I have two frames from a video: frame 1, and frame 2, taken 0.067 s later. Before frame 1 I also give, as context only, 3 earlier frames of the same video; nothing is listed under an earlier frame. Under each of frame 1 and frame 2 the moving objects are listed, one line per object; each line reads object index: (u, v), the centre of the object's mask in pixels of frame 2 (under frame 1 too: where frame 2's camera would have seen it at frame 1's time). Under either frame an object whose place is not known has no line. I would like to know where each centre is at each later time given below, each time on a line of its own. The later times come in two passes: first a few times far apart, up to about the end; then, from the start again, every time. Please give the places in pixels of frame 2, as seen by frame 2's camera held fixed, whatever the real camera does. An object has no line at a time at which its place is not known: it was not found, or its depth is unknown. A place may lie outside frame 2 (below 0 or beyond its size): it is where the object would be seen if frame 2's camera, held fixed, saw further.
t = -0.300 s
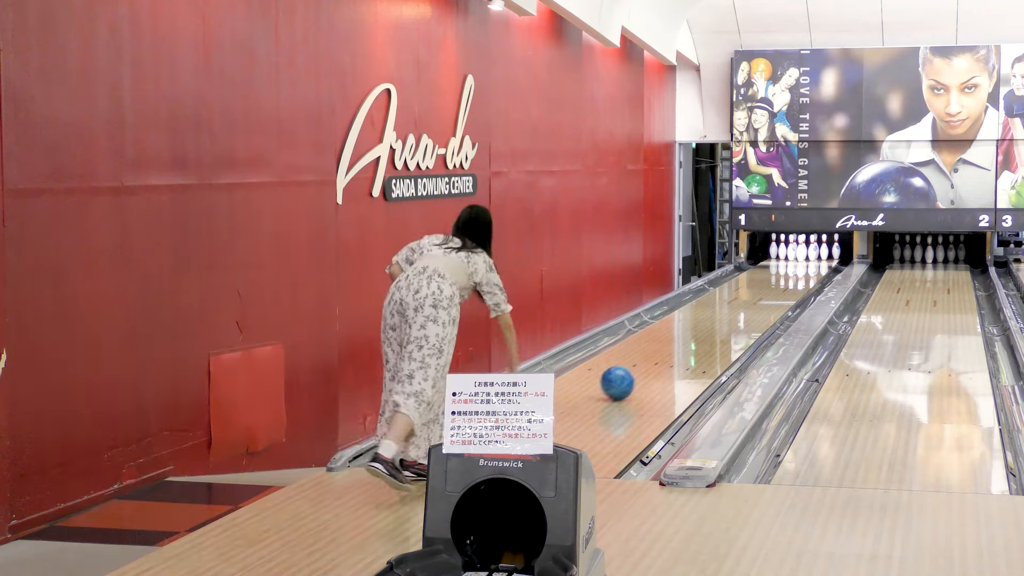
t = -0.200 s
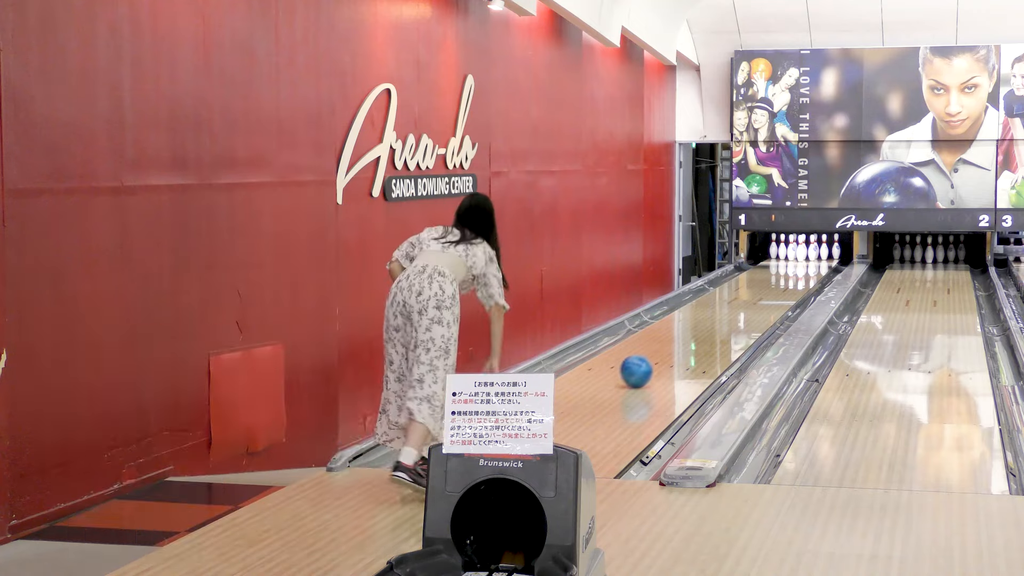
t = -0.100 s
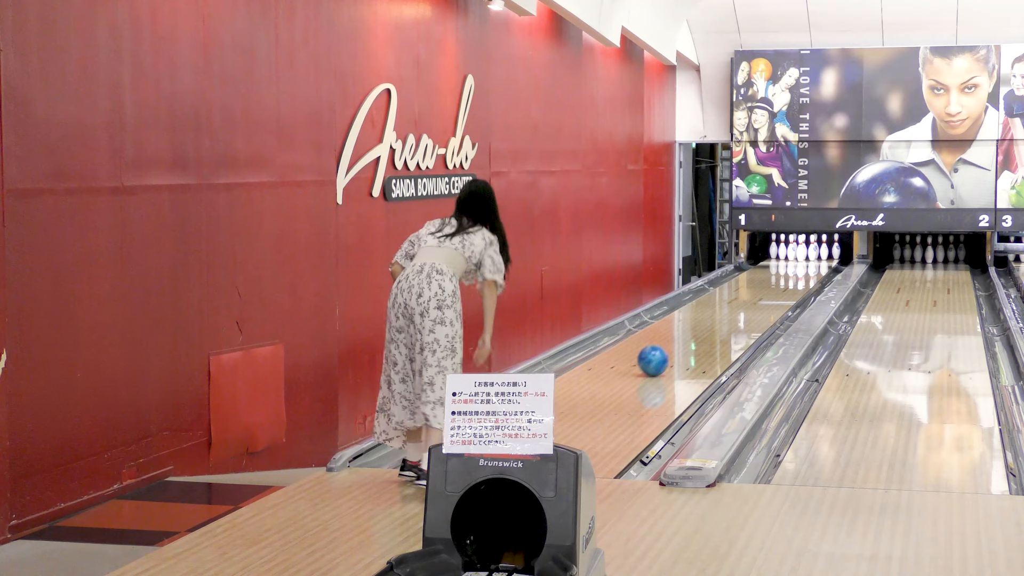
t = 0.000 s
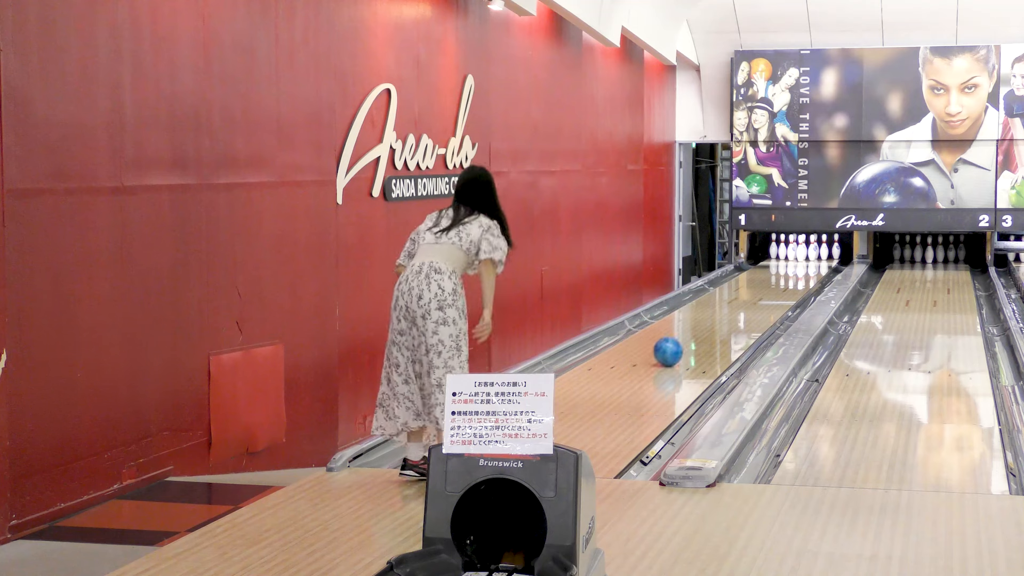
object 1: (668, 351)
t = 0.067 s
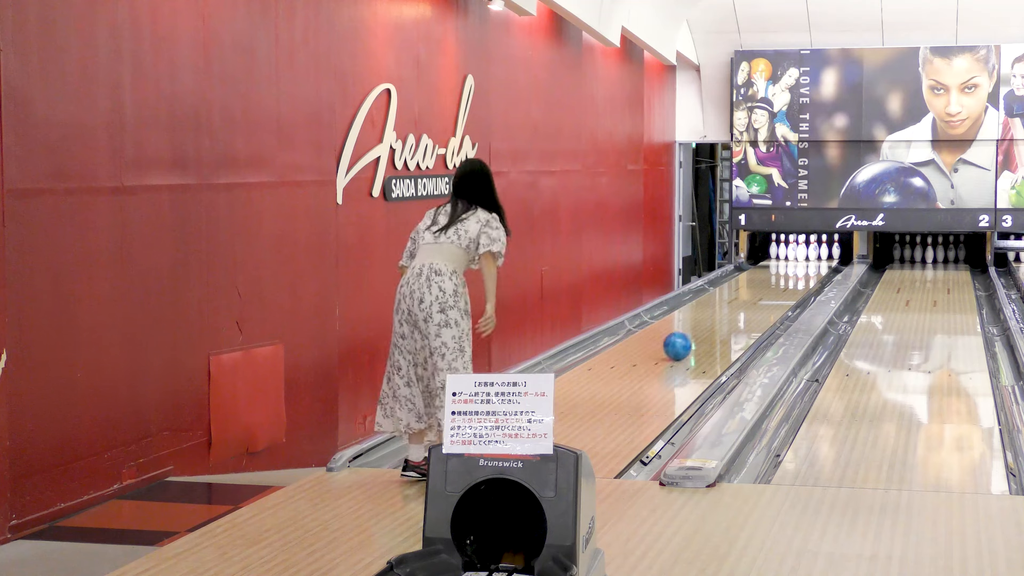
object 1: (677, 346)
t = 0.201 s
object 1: (694, 336)
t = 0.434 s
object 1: (719, 320)
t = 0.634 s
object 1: (738, 309)
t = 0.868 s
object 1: (756, 298)
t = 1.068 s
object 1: (769, 290)
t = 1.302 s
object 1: (782, 282)
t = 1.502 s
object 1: (792, 276)
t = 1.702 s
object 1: (800, 271)
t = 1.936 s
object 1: (808, 265)
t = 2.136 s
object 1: (814, 261)
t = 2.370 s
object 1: (820, 256)
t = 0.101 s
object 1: (682, 343)
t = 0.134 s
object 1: (686, 341)
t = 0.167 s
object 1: (690, 338)
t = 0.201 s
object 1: (694, 336)
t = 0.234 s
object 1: (698, 333)
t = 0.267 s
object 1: (702, 331)
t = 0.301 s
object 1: (705, 329)
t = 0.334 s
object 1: (709, 326)
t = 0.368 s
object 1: (712, 324)
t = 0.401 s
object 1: (716, 322)
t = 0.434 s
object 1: (719, 320)
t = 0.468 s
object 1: (723, 318)
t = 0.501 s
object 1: (726, 316)
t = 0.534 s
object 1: (729, 314)
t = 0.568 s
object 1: (732, 313)
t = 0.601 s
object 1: (735, 311)
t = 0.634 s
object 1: (738, 309)
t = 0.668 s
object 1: (740, 307)
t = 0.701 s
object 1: (743, 305)
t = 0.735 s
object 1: (746, 304)
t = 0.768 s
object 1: (748, 302)
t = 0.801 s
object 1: (751, 301)
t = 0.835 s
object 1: (753, 299)
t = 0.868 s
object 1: (756, 298)
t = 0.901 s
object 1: (758, 297)
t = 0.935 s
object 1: (760, 295)
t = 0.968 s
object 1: (763, 294)
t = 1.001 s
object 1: (765, 292)
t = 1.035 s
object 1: (767, 291)
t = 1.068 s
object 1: (769, 290)
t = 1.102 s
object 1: (771, 289)
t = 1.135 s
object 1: (773, 288)
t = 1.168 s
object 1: (775, 287)
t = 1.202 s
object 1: (777, 286)
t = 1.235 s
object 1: (779, 284)
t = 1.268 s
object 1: (780, 283)
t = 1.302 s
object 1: (782, 282)
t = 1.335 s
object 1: (784, 281)
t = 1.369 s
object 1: (786, 280)
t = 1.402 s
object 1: (788, 279)
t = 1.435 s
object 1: (789, 278)
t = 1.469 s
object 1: (790, 277)
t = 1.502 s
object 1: (792, 276)
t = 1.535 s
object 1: (793, 275)
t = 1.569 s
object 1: (795, 274)
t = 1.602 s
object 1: (796, 273)
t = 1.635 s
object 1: (798, 272)
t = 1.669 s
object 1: (799, 272)
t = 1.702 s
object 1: (800, 271)
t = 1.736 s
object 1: (801, 270)
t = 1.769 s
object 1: (803, 269)
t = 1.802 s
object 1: (804, 268)
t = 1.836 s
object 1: (805, 267)
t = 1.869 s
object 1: (806, 266)
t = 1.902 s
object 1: (807, 266)
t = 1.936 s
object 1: (808, 265)
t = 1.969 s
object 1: (809, 264)
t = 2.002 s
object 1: (810, 263)
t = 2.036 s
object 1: (811, 263)
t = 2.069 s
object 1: (812, 262)
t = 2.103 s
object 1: (813, 261)
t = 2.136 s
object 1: (814, 261)
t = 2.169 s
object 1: (815, 260)
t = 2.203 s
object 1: (816, 260)
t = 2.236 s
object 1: (817, 259)
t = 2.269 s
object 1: (818, 258)
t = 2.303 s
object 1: (818, 258)
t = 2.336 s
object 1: (819, 257)
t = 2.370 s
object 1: (820, 256)
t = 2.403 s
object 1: (820, 256)
